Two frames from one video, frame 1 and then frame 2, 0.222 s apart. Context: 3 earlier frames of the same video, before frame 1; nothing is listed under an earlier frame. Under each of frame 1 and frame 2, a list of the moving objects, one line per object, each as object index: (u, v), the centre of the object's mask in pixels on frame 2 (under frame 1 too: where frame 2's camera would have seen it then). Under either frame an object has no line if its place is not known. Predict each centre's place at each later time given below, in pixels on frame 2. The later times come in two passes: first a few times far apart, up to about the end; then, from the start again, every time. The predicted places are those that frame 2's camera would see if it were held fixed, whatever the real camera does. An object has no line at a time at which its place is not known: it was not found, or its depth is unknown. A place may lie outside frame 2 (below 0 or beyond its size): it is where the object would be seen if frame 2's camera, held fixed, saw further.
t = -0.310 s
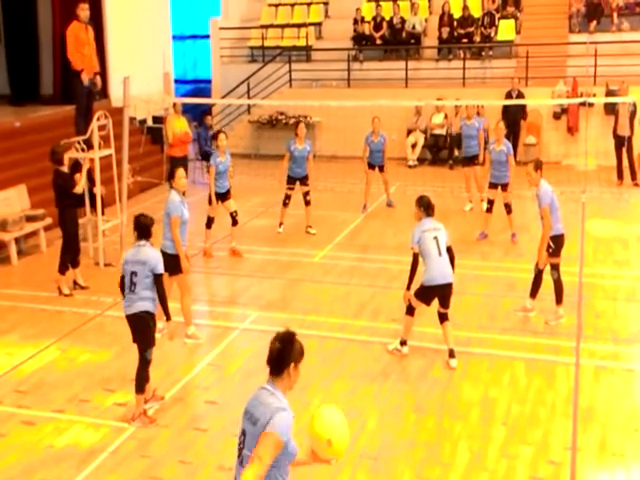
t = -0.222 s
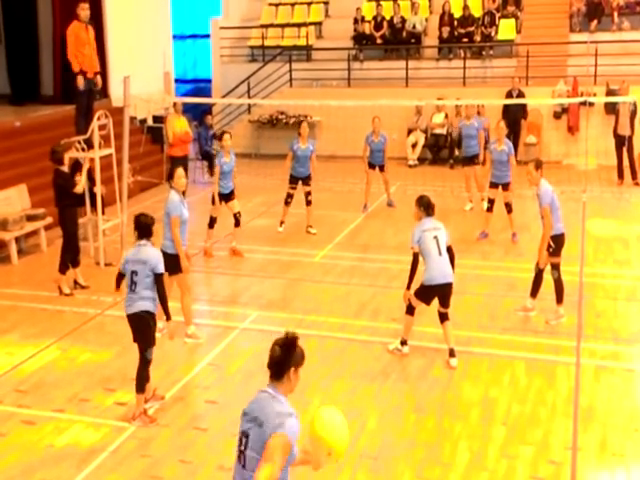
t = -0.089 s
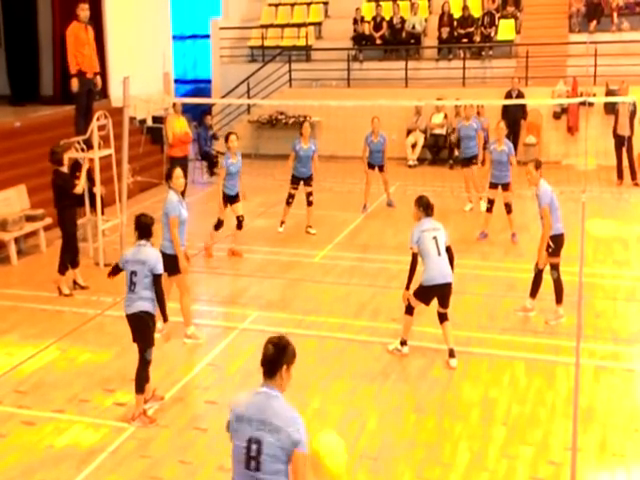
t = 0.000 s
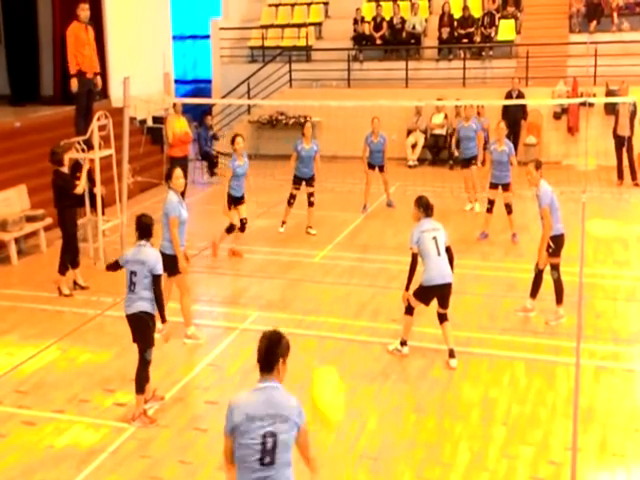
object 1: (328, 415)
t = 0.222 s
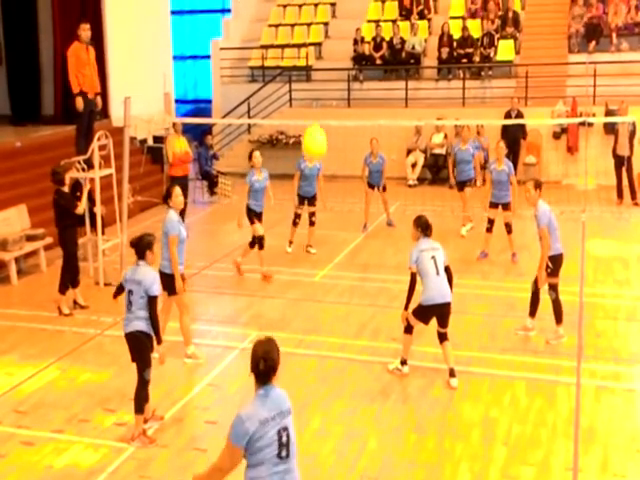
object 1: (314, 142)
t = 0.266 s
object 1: (311, 119)
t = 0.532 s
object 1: (294, 63)
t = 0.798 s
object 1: (282, 81)
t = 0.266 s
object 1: (311, 119)
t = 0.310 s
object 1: (308, 99)
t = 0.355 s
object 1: (304, 86)
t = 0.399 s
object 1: (301, 76)
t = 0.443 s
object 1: (299, 70)
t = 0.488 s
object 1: (296, 66)
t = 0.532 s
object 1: (294, 63)
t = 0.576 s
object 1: (292, 62)
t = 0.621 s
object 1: (288, 64)
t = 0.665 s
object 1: (286, 67)
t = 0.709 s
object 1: (285, 69)
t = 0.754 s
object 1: (284, 74)
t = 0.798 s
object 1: (282, 81)
